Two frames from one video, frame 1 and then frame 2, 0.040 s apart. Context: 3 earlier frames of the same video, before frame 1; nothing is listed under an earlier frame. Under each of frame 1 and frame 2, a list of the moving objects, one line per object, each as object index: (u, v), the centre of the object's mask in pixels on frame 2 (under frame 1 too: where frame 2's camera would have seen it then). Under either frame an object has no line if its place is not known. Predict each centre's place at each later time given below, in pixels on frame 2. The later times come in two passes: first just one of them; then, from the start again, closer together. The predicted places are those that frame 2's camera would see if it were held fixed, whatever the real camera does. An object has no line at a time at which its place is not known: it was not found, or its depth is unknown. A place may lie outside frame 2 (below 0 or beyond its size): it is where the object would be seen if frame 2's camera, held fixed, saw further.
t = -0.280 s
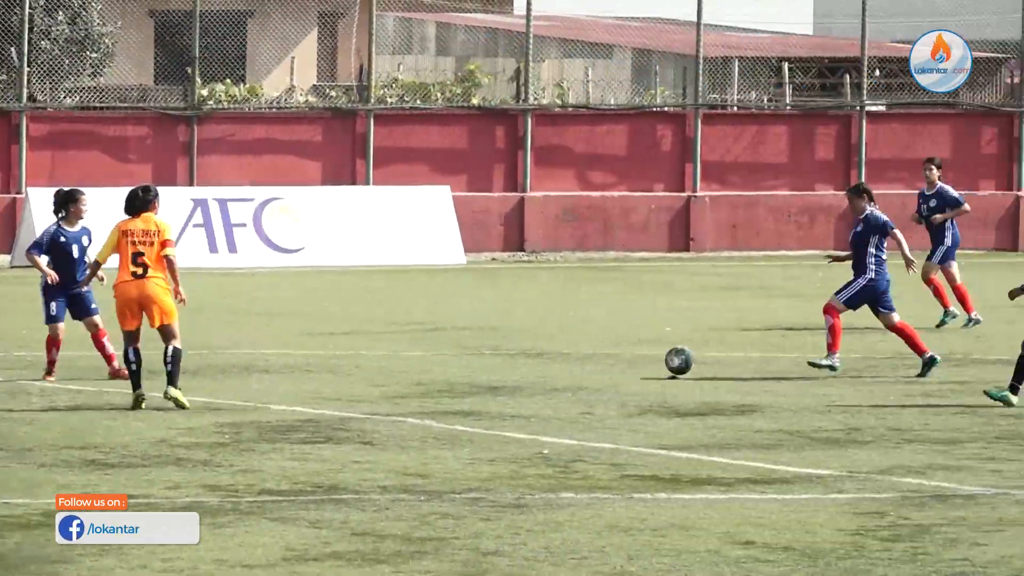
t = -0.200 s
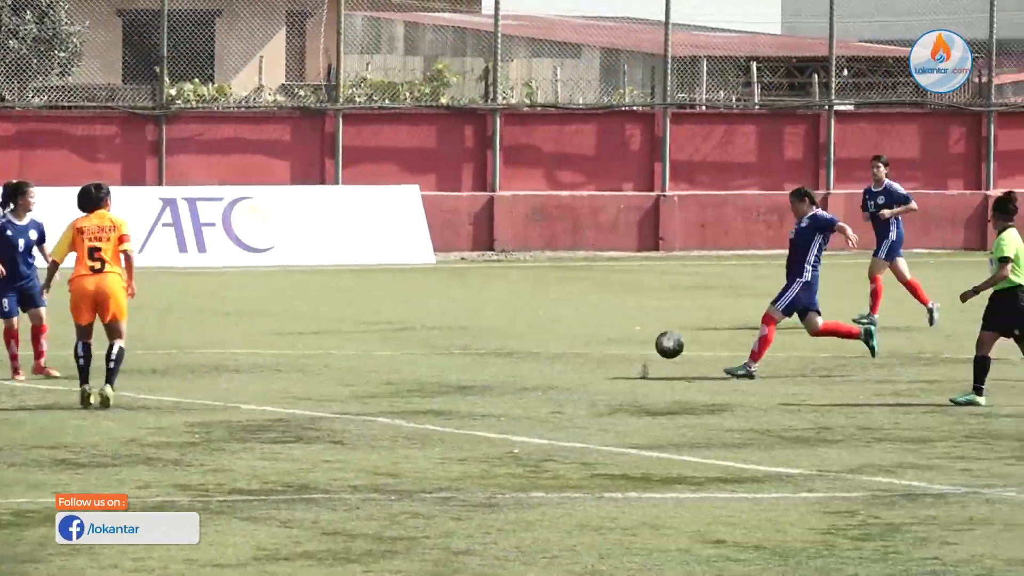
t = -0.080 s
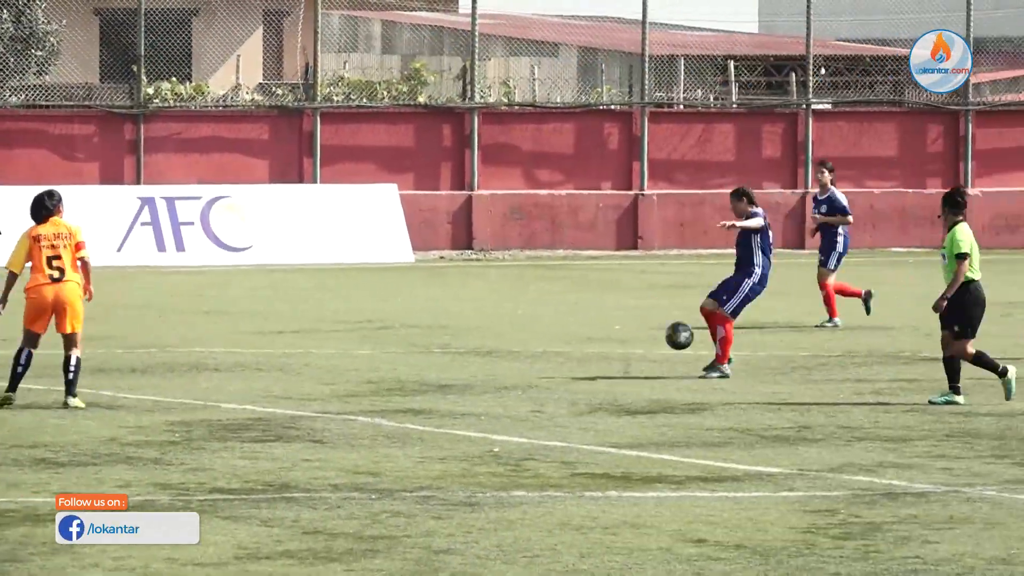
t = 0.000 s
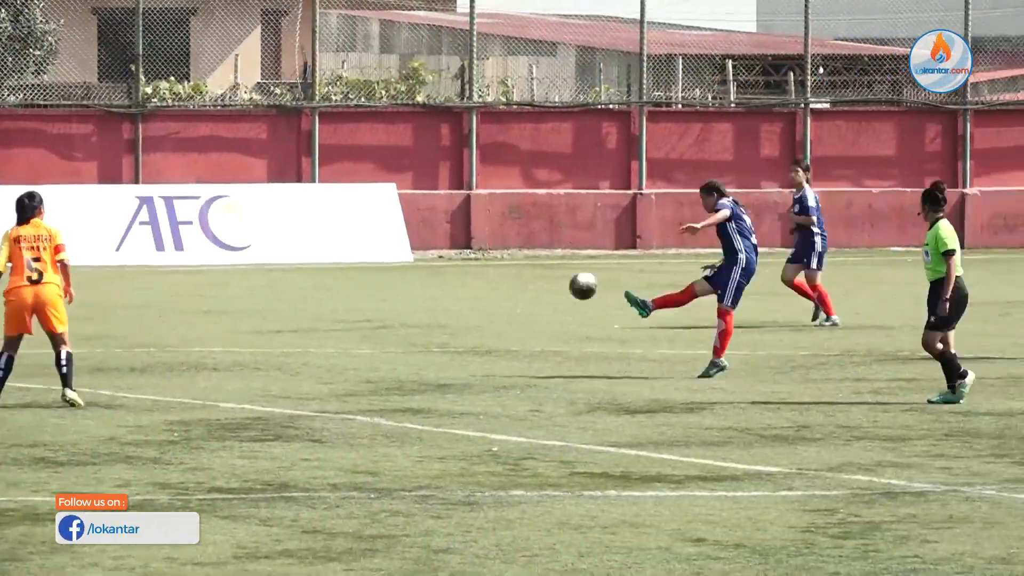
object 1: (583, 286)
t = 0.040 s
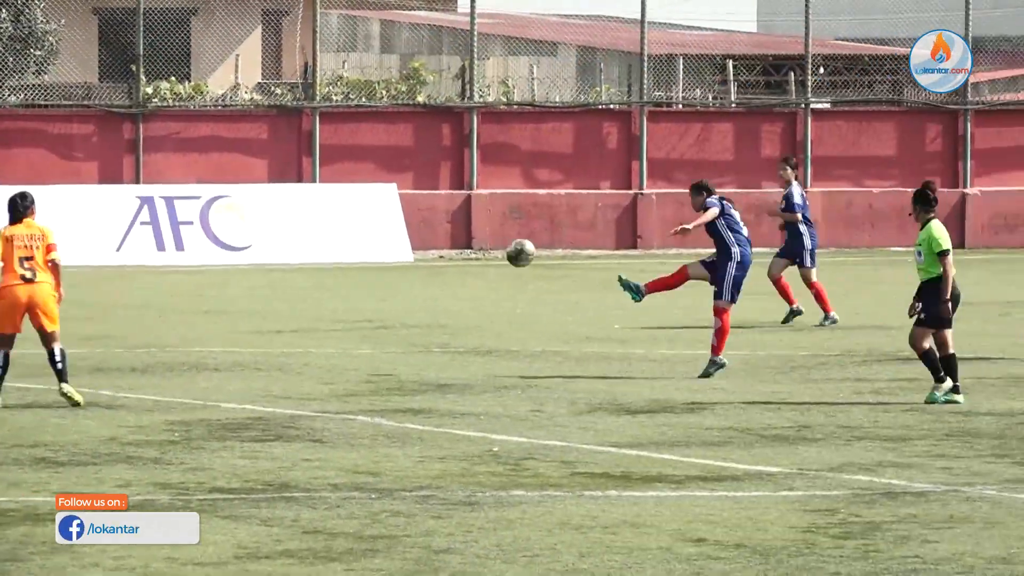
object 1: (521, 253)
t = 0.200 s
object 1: (269, 146)
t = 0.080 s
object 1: (457, 222)
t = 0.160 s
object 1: (331, 169)
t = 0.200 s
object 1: (269, 146)
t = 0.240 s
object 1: (207, 125)
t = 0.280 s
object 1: (142, 105)
